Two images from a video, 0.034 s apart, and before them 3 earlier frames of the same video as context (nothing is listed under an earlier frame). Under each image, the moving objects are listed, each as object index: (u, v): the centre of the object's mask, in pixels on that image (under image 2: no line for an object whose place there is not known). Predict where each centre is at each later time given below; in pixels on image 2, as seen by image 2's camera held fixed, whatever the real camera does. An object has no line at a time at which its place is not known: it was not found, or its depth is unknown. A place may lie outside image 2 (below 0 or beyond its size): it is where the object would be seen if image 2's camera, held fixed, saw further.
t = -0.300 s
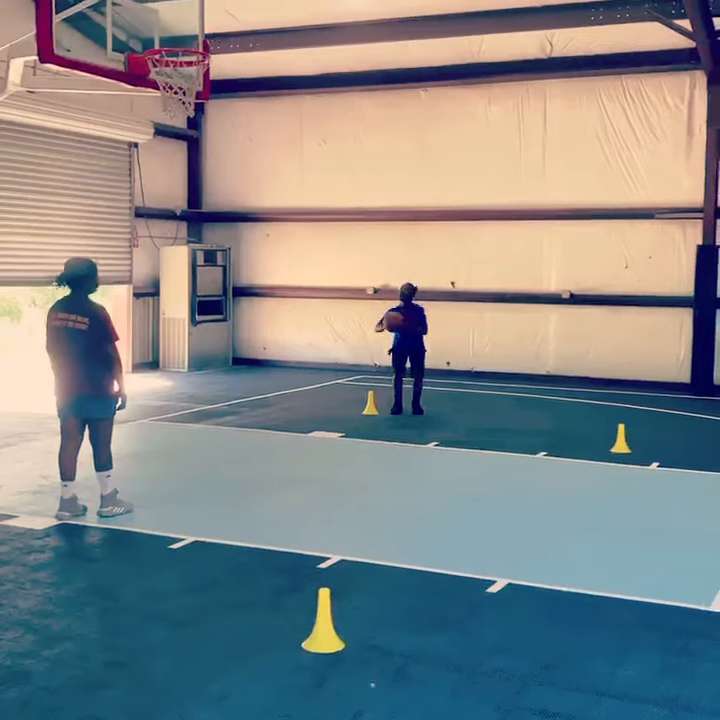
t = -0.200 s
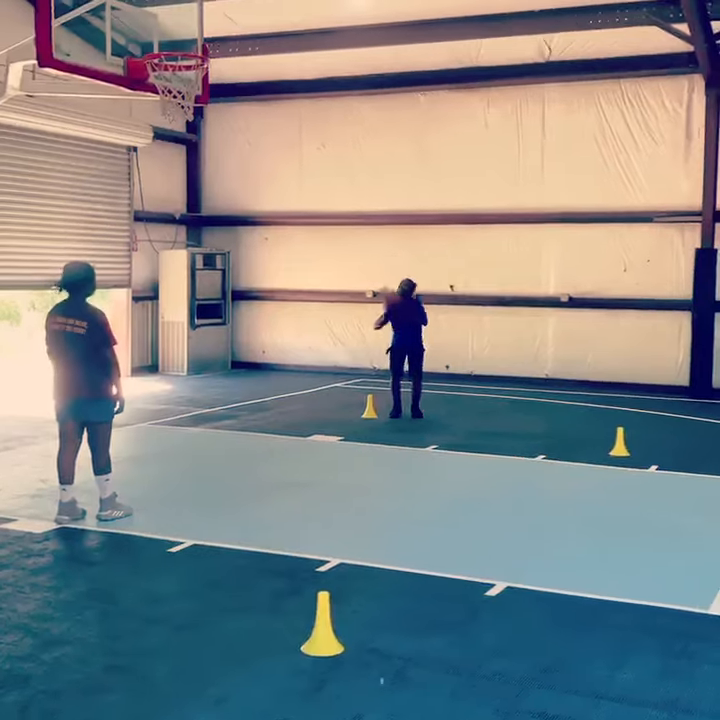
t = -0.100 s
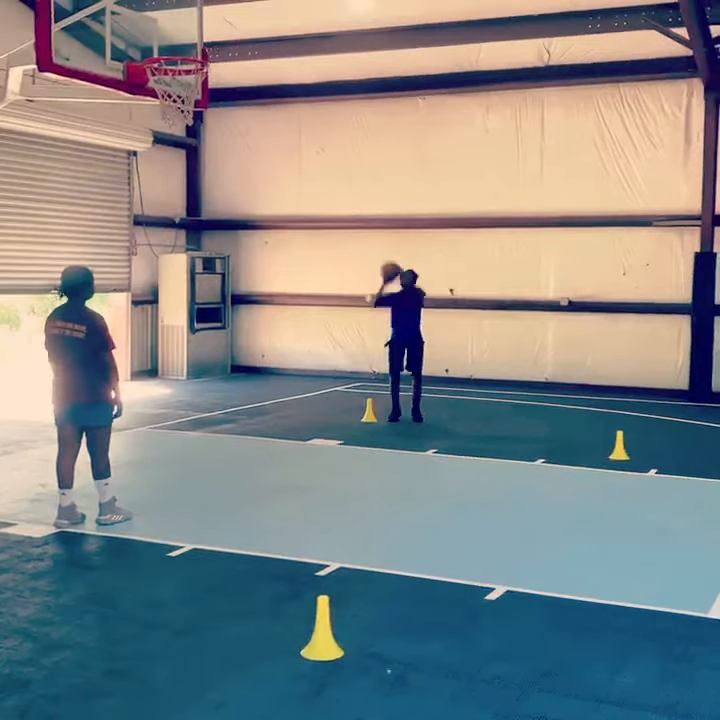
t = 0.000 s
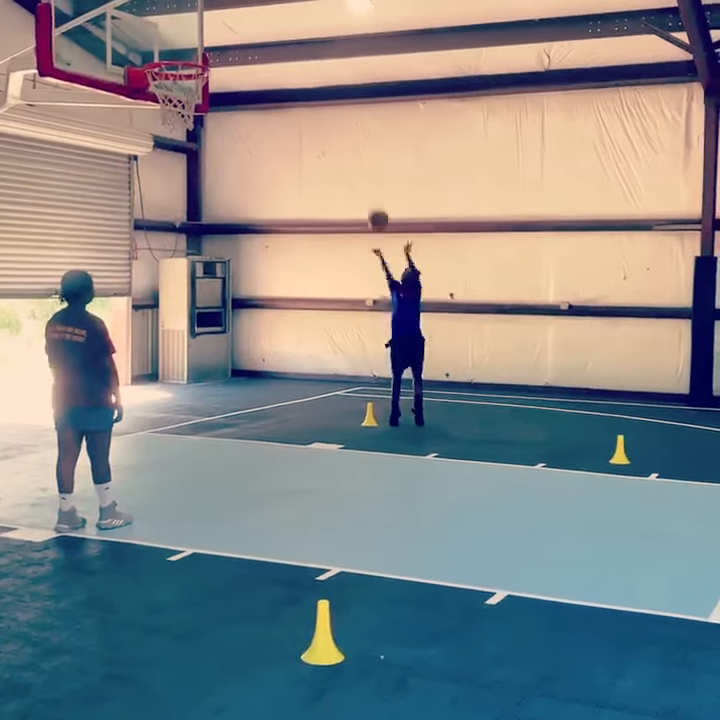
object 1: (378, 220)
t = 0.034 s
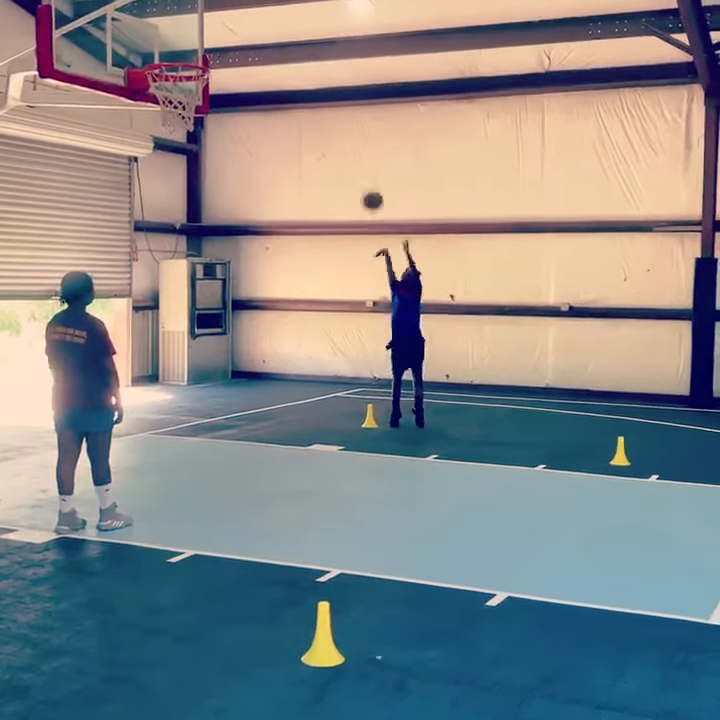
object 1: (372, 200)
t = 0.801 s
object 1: (204, 15)
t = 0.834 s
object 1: (196, 18)
